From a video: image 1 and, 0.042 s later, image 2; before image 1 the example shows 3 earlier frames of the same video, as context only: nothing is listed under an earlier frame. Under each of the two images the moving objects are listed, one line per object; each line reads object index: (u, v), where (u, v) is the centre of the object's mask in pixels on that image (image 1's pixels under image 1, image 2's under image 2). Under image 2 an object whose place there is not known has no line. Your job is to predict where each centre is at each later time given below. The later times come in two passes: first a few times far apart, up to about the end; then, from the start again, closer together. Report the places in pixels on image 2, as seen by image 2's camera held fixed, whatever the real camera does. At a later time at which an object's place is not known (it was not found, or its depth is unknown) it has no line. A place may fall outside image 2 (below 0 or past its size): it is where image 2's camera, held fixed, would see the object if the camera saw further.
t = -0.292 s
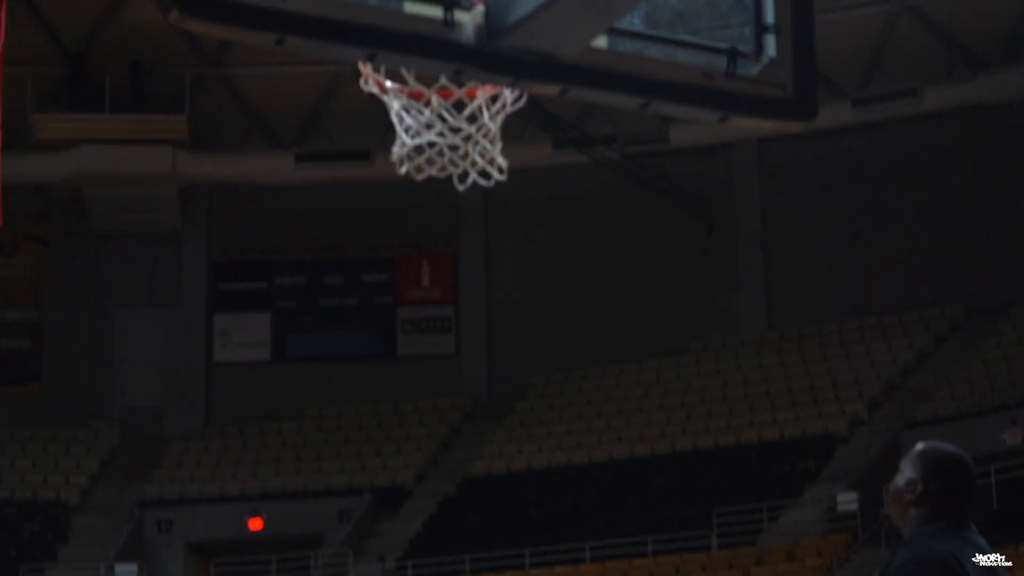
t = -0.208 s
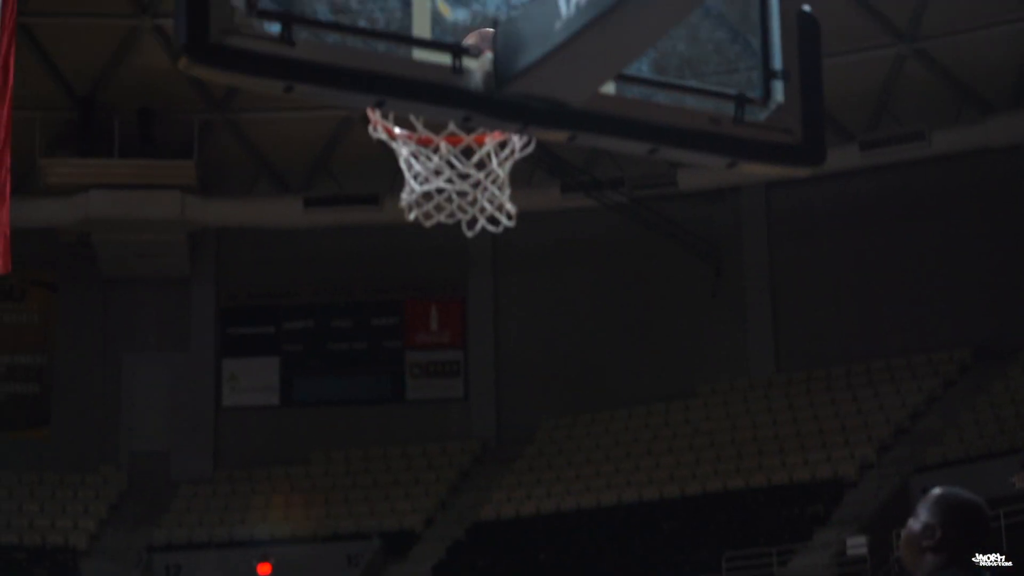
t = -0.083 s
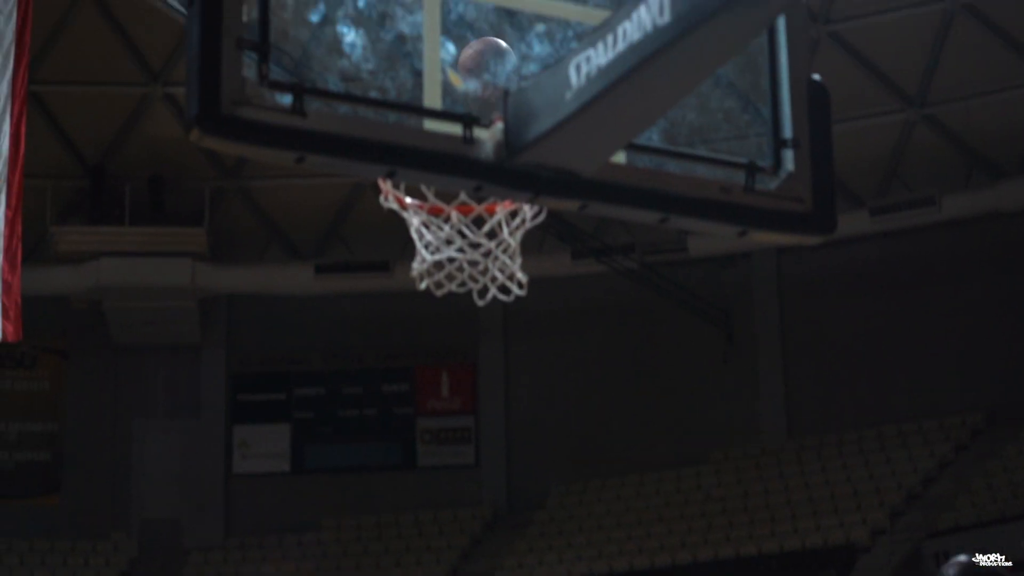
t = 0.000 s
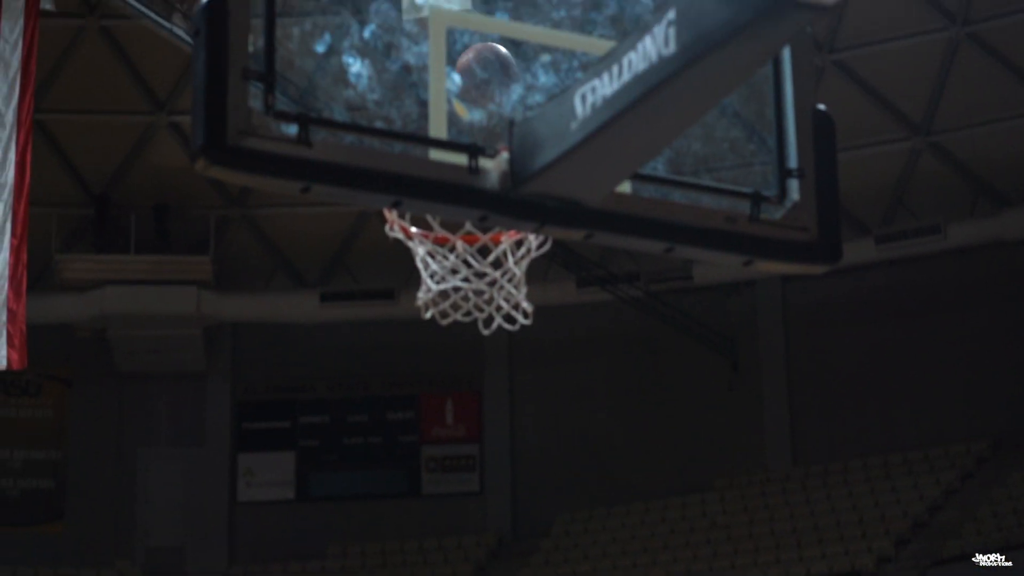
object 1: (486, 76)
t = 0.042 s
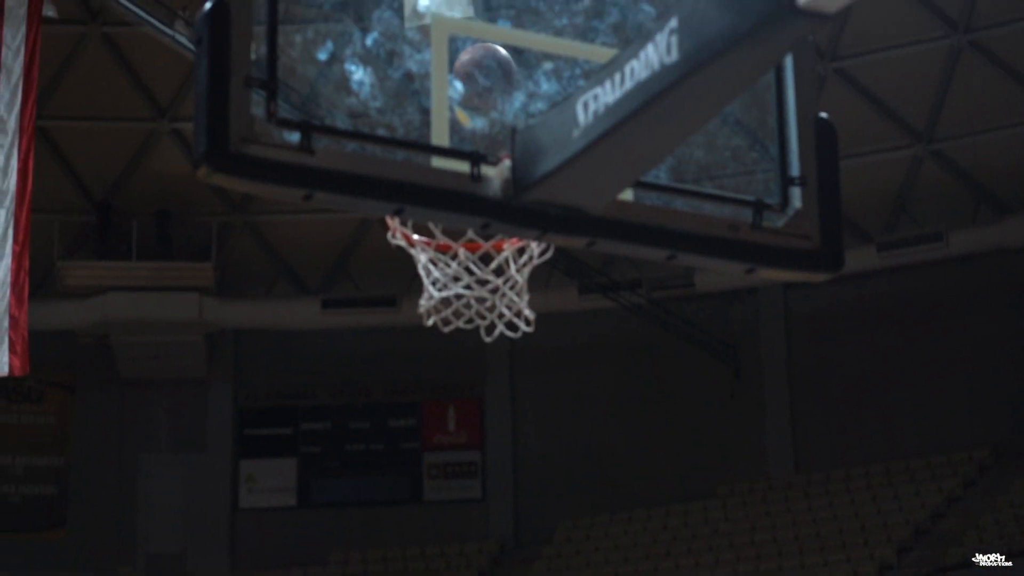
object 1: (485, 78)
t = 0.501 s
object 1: (514, 293)
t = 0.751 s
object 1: (484, 372)
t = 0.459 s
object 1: (515, 289)
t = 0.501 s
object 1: (514, 293)
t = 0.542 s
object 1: (505, 289)
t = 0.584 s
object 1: (499, 295)
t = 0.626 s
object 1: (492, 308)
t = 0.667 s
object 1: (491, 319)
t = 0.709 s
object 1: (486, 344)
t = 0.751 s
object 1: (484, 372)
